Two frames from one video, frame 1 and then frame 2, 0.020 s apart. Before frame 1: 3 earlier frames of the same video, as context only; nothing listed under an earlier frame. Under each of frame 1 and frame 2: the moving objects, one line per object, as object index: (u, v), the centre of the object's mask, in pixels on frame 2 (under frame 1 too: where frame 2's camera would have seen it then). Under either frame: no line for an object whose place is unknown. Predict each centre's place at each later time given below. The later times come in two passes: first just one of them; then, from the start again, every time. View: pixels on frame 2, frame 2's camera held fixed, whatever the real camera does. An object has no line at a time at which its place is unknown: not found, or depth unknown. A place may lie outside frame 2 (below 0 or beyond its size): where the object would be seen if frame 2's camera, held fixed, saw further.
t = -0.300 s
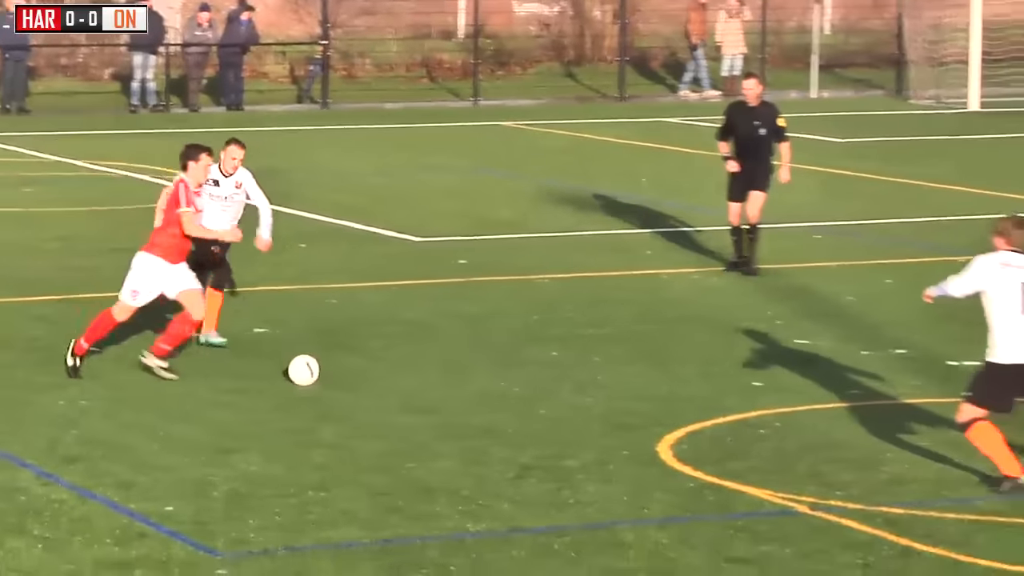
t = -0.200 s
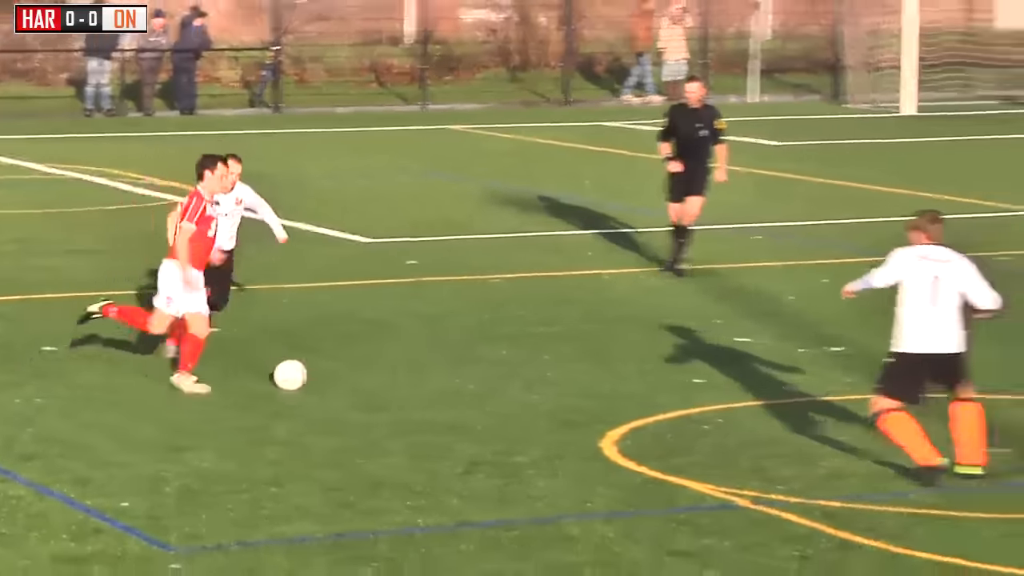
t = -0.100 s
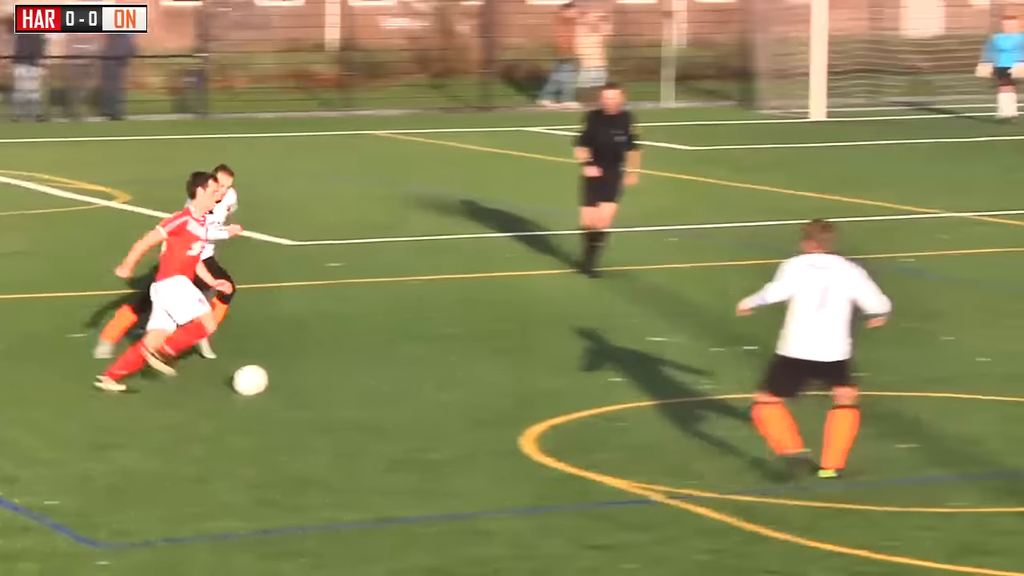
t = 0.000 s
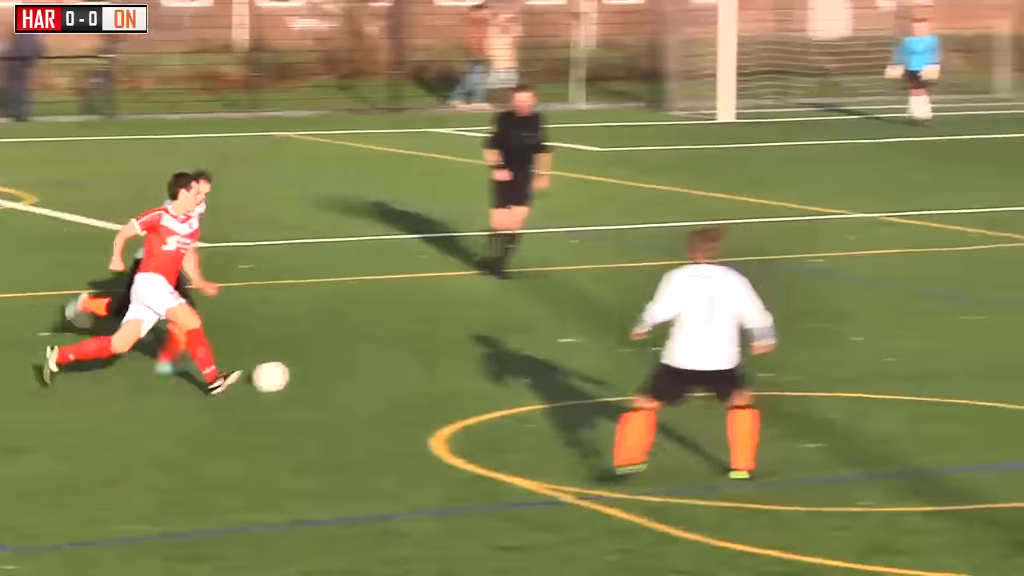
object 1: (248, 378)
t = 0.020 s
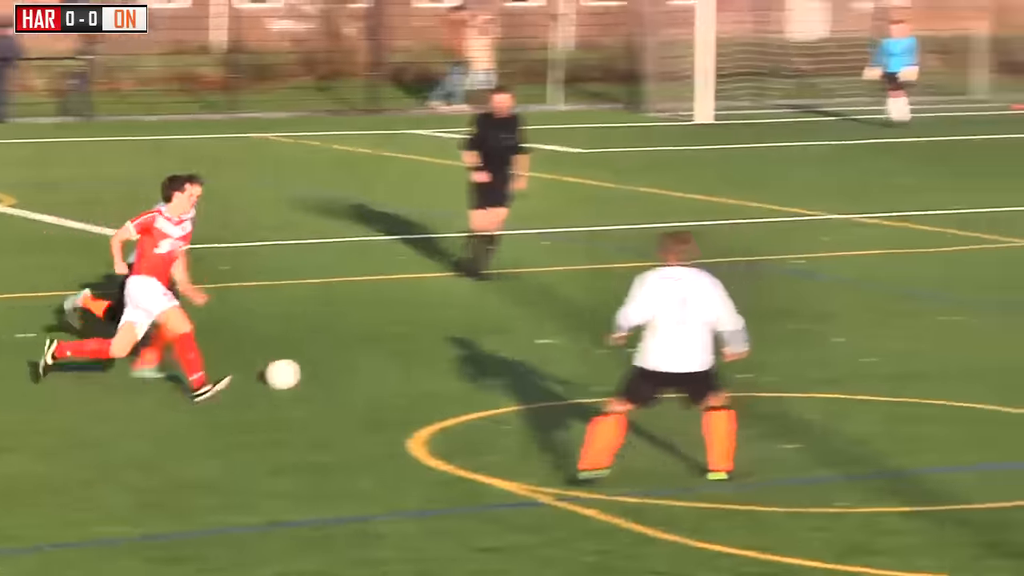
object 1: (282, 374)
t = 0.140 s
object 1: (472, 359)
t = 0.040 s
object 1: (316, 370)
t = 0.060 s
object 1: (348, 367)
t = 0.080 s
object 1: (380, 364)
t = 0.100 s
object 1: (411, 362)
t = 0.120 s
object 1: (441, 360)
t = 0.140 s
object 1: (472, 359)
